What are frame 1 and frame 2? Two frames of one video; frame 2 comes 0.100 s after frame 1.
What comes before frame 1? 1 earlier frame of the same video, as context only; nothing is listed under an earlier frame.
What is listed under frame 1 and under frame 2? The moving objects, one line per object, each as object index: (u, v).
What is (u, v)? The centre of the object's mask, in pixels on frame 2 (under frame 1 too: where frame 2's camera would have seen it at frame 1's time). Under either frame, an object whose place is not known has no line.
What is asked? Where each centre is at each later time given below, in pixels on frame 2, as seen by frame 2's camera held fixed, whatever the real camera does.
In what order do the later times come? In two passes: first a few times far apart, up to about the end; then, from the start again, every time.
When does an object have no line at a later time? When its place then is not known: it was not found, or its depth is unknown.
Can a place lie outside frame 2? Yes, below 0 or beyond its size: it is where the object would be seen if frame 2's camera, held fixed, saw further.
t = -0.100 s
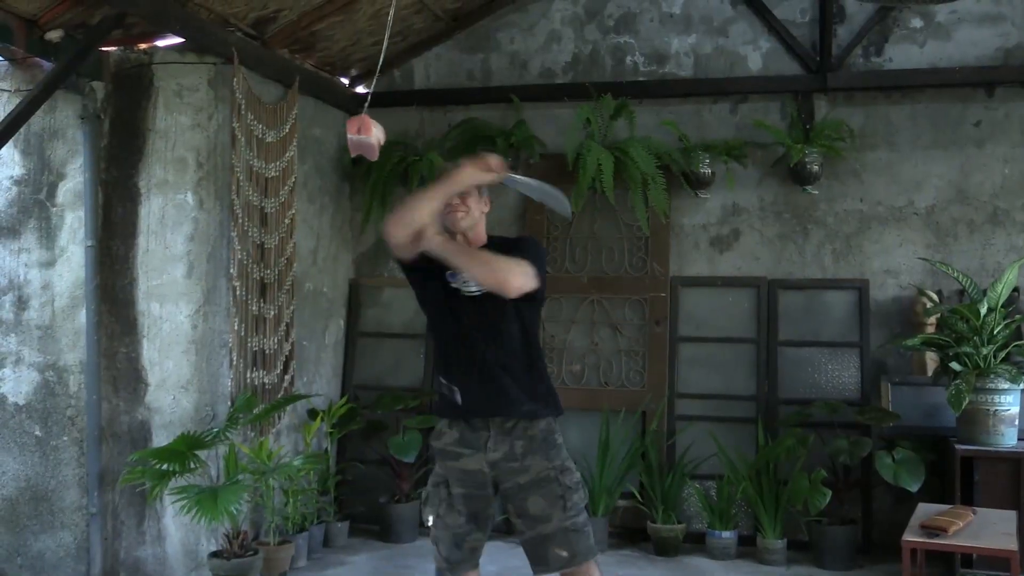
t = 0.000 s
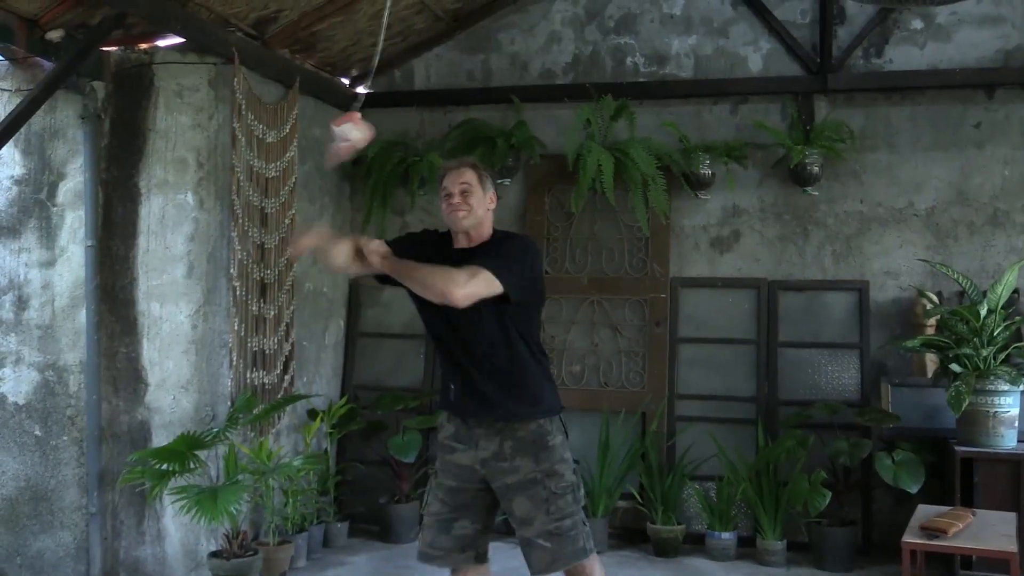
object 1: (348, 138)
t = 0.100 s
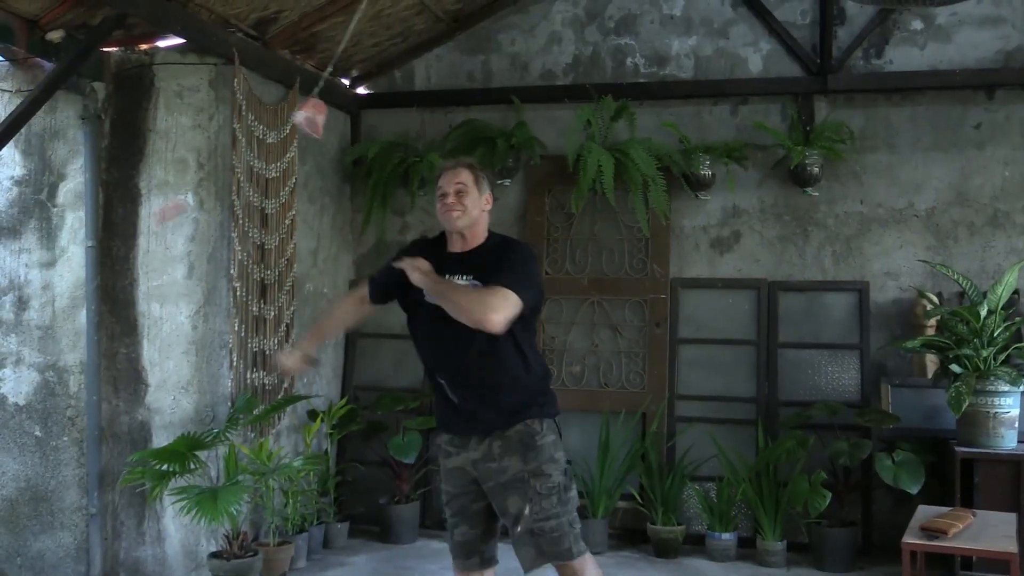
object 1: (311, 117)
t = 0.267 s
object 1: (280, 100)
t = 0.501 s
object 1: (332, 125)
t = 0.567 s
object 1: (364, 132)
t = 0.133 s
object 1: (301, 114)
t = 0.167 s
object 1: (293, 110)
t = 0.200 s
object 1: (286, 106)
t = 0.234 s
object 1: (282, 102)
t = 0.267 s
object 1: (280, 100)
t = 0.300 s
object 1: (281, 102)
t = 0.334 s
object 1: (284, 104)
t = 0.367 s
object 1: (289, 108)
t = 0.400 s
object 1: (297, 111)
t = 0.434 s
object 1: (307, 115)
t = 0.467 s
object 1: (318, 120)
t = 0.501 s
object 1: (332, 125)
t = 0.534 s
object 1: (348, 129)
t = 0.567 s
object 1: (364, 132)
